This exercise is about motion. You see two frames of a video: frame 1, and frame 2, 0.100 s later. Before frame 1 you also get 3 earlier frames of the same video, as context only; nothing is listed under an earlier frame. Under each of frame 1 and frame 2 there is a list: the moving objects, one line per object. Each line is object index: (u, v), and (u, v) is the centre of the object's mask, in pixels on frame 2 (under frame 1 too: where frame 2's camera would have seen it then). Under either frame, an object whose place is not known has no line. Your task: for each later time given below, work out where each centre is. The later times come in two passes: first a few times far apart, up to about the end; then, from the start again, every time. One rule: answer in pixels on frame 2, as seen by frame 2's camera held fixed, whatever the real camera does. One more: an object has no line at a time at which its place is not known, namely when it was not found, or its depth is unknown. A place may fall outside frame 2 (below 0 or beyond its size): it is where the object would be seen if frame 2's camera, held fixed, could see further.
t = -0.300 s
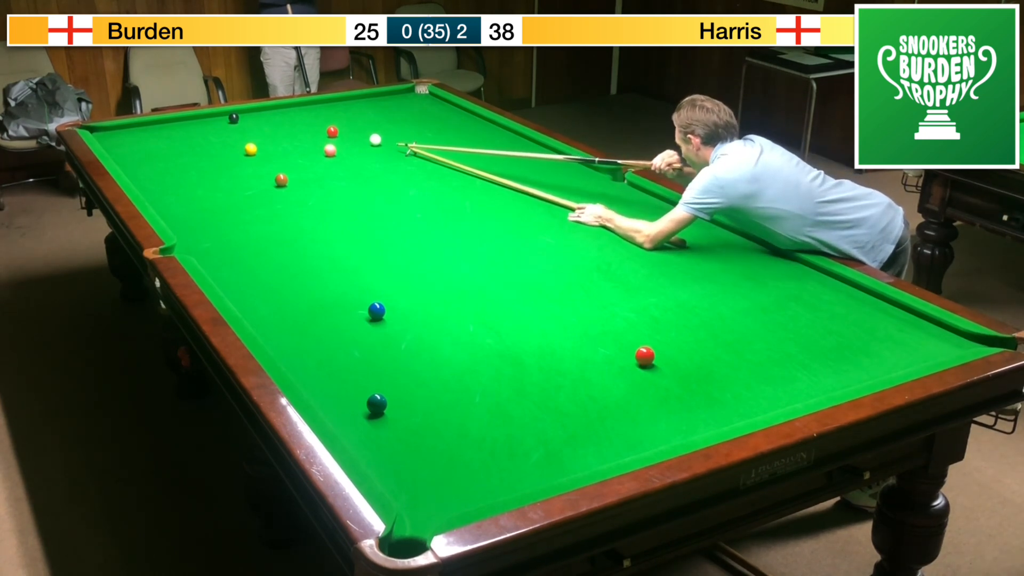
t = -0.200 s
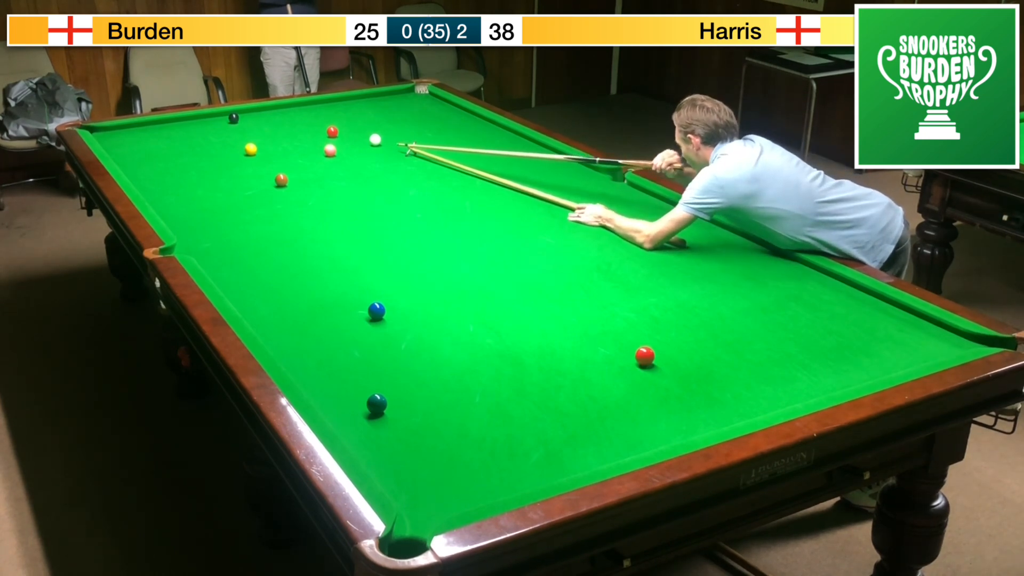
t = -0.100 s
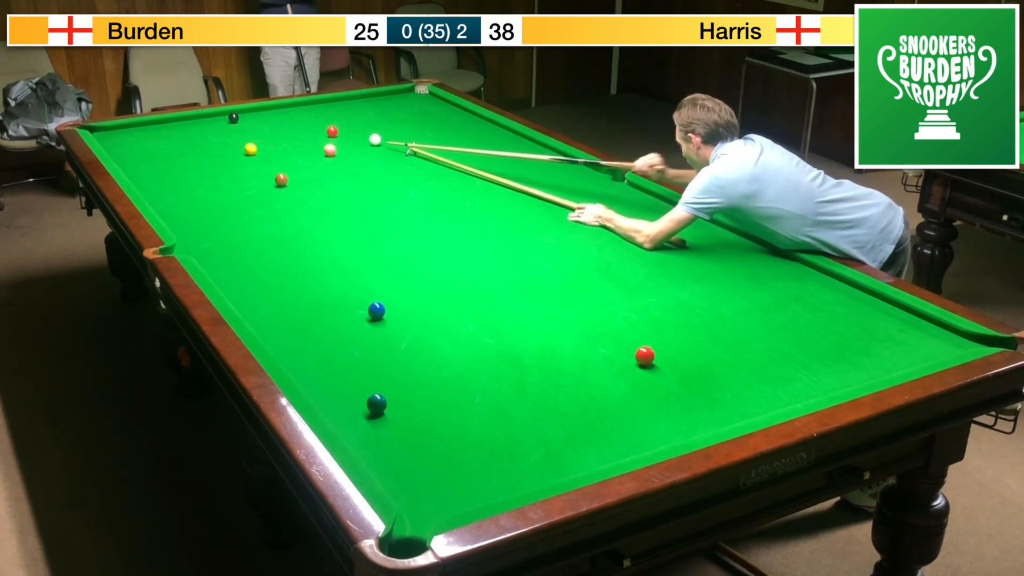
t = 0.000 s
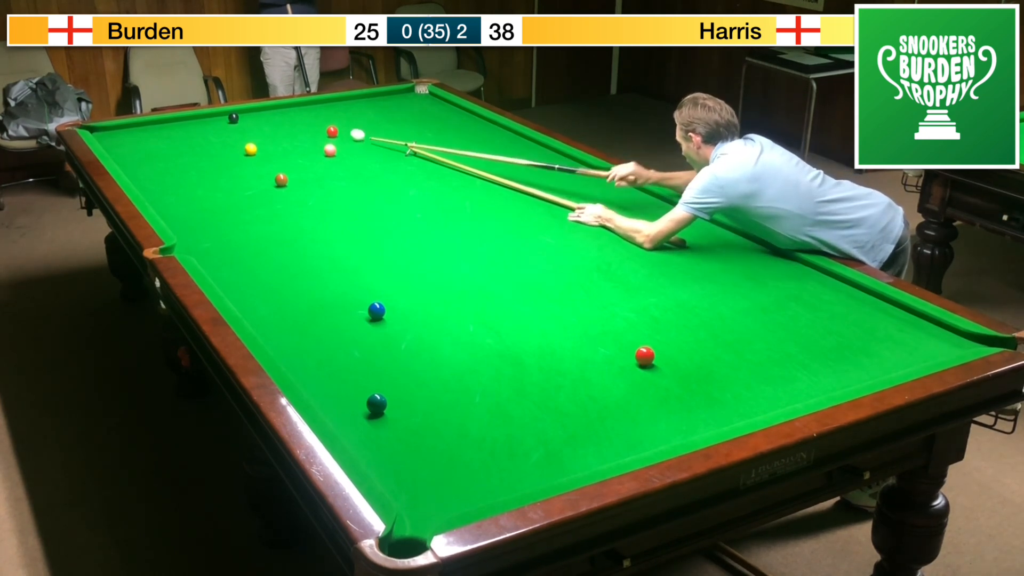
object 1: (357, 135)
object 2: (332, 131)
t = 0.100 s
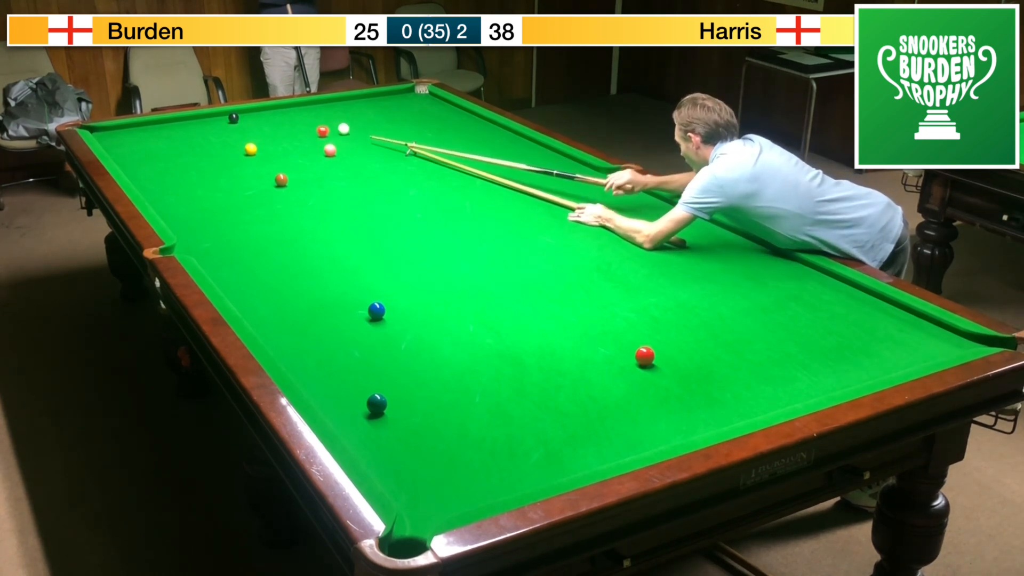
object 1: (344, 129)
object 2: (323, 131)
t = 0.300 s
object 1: (343, 120)
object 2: (287, 131)
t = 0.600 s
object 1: (342, 109)
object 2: (239, 130)
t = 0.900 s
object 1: (341, 99)
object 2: (193, 130)
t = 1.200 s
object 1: (357, 101)
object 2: (150, 129)
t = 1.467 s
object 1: (373, 105)
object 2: (114, 129)
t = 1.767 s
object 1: (389, 108)
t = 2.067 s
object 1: (404, 111)
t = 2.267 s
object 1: (412, 112)
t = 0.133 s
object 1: (344, 127)
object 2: (315, 131)
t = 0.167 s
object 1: (344, 126)
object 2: (309, 131)
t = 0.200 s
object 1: (344, 124)
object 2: (303, 131)
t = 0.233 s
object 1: (343, 123)
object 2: (298, 131)
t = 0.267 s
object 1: (343, 122)
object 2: (292, 131)
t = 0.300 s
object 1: (343, 120)
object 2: (287, 131)
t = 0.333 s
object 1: (343, 119)
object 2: (281, 131)
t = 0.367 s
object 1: (343, 117)
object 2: (276, 131)
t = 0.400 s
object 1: (343, 116)
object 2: (270, 131)
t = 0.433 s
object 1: (343, 115)
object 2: (265, 131)
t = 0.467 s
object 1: (343, 114)
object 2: (260, 131)
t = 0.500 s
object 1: (342, 113)
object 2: (254, 131)
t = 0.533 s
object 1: (342, 111)
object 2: (249, 130)
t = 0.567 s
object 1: (342, 110)
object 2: (244, 130)
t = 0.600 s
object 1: (342, 109)
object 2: (239, 130)
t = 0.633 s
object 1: (342, 108)
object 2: (233, 130)
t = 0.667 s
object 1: (342, 107)
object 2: (228, 130)
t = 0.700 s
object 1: (342, 106)
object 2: (223, 130)
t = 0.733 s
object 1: (342, 104)
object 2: (218, 130)
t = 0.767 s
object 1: (342, 103)
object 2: (213, 130)
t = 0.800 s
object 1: (342, 102)
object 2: (208, 130)
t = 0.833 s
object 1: (341, 101)
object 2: (203, 130)
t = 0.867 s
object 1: (341, 100)
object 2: (198, 130)
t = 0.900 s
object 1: (341, 99)
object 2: (193, 130)
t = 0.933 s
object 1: (341, 98)
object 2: (188, 130)
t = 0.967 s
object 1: (343, 99)
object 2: (183, 130)
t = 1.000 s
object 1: (345, 99)
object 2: (178, 130)
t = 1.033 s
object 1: (347, 99)
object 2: (174, 130)
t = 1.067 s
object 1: (349, 100)
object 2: (169, 130)
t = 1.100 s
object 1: (351, 100)
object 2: (164, 129)
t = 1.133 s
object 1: (353, 101)
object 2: (160, 129)
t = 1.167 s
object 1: (355, 101)
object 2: (155, 129)
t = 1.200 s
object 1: (357, 101)
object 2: (150, 129)
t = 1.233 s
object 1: (359, 102)
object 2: (146, 129)
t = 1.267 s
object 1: (361, 102)
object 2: (141, 129)
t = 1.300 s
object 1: (363, 103)
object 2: (137, 129)
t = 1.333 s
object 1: (365, 103)
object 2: (132, 129)
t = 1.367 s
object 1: (367, 103)
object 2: (128, 129)
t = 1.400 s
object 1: (369, 104)
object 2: (123, 129)
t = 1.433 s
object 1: (371, 104)
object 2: (119, 129)
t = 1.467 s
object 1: (373, 105)
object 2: (114, 129)
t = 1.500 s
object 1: (375, 105)
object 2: (110, 129)
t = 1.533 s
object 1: (376, 105)
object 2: (106, 129)
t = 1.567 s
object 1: (378, 106)
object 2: (101, 129)
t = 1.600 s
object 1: (380, 106)
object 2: (97, 129)
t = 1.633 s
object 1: (382, 106)
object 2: (93, 129)
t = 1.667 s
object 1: (384, 107)
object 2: (90, 128)
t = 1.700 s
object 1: (385, 107)
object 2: (87, 128)
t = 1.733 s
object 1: (387, 108)
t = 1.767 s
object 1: (389, 108)
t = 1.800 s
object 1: (391, 108)
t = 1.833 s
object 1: (392, 109)
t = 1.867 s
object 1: (394, 109)
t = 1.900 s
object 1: (395, 109)
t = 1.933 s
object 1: (397, 109)
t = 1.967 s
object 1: (399, 110)
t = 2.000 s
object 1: (400, 110)
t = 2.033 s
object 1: (402, 111)
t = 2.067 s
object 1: (404, 111)
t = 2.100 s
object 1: (405, 111)
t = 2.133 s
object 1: (407, 111)
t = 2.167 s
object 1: (408, 112)
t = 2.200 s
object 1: (410, 112)
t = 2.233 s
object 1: (411, 112)
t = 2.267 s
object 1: (412, 112)
